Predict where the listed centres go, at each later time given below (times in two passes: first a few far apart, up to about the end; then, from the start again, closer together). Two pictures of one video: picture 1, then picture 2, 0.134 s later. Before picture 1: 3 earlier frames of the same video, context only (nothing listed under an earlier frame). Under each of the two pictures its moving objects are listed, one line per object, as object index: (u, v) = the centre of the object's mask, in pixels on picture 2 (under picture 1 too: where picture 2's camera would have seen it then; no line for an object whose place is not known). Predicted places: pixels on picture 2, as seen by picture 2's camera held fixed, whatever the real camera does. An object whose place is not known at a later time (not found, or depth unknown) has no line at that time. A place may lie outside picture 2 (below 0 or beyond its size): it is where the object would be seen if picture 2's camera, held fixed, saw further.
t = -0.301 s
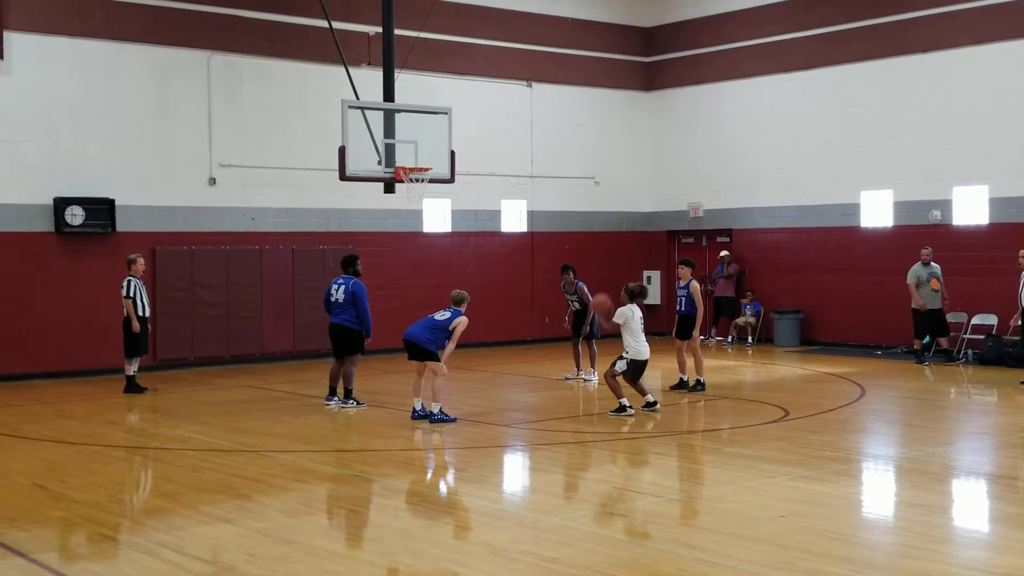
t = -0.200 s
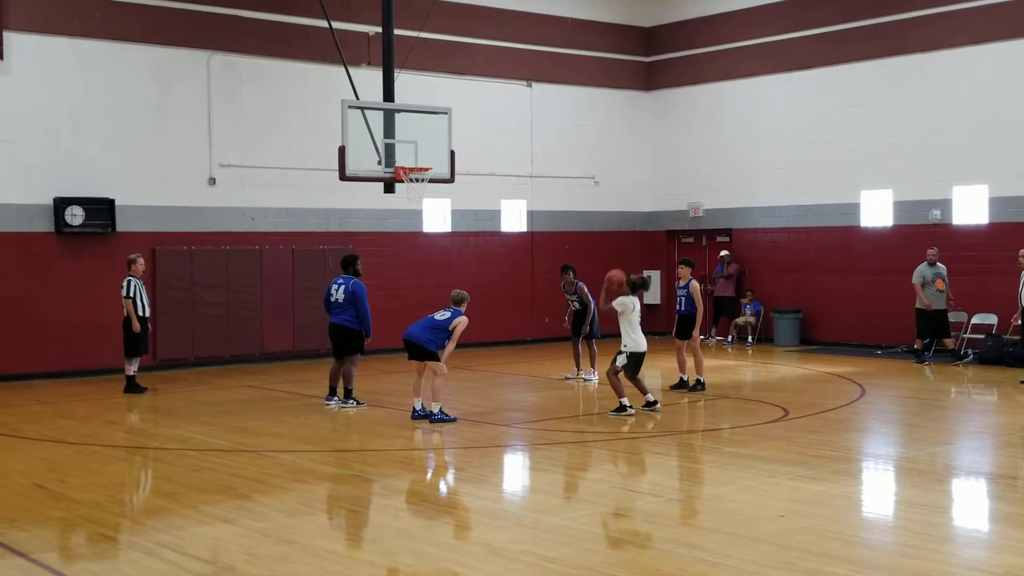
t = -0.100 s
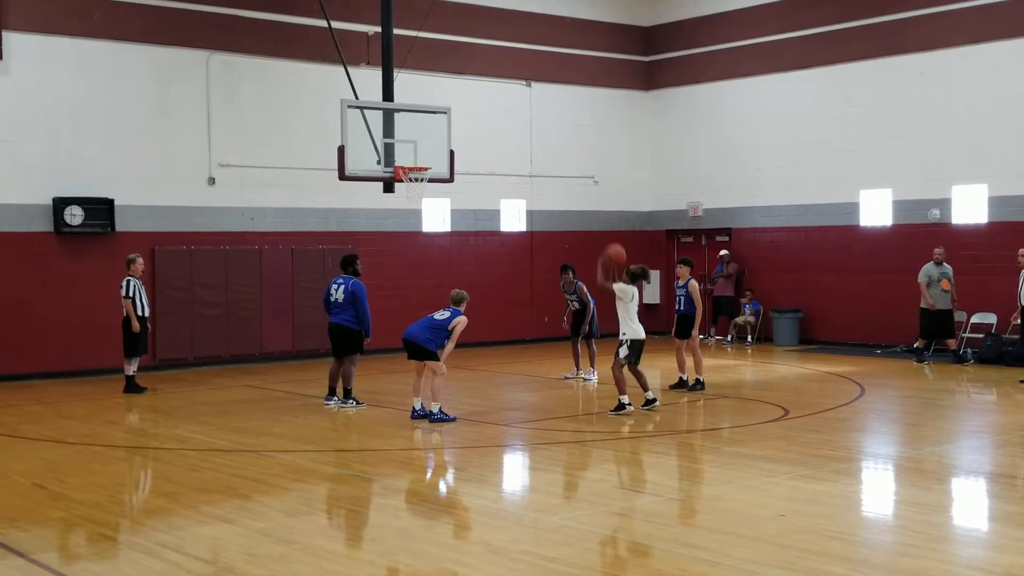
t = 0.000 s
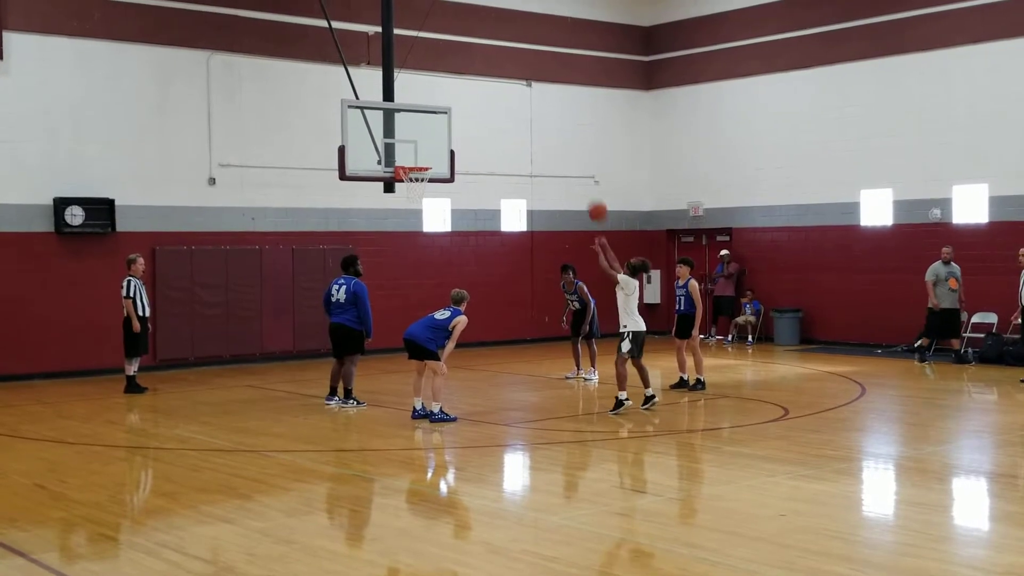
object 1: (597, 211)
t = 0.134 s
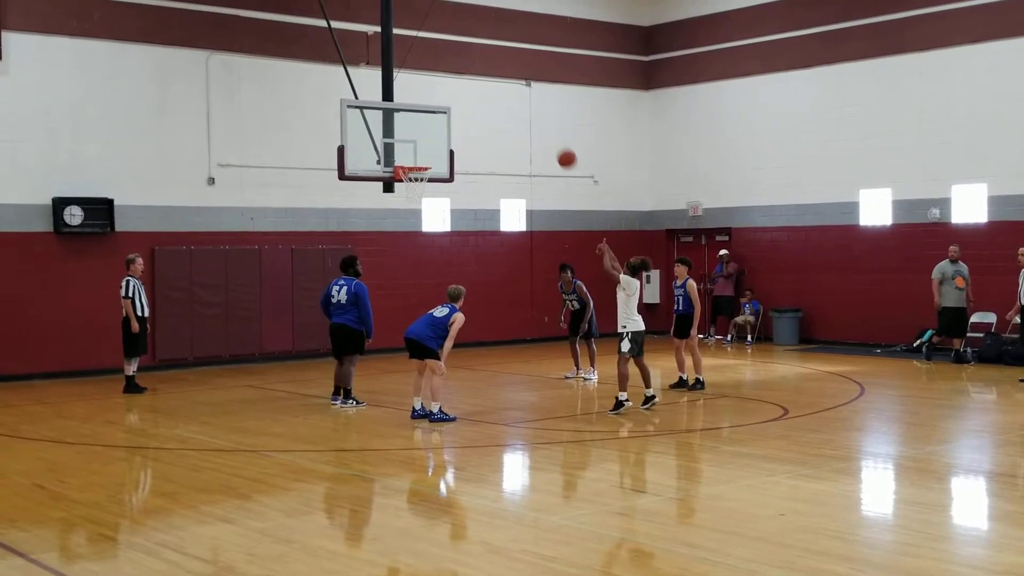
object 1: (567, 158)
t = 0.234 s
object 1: (545, 130)
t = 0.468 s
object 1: (498, 97)
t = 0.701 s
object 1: (457, 107)
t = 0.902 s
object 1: (425, 145)
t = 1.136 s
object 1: (413, 206)
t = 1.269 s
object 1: (418, 248)
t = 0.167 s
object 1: (559, 148)
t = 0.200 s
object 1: (552, 138)
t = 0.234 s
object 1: (545, 130)
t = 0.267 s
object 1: (538, 123)
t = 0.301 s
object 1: (531, 116)
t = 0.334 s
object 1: (524, 111)
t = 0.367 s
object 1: (517, 106)
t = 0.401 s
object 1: (511, 102)
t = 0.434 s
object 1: (504, 99)
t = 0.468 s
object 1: (498, 97)
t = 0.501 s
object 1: (492, 97)
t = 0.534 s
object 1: (486, 96)
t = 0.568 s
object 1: (480, 97)
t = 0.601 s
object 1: (474, 98)
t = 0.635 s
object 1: (469, 101)
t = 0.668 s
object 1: (463, 103)
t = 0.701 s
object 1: (457, 107)
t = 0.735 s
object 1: (452, 112)
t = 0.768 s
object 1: (447, 117)
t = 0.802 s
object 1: (441, 123)
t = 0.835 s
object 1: (435, 130)
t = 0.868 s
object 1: (430, 136)
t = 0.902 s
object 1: (425, 145)
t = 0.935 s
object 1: (420, 154)
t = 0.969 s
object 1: (415, 161)
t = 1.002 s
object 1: (414, 173)
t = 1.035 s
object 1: (412, 181)
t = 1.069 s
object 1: (412, 191)
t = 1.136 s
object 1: (413, 206)
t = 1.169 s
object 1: (414, 215)
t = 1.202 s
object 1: (415, 226)
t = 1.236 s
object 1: (417, 237)
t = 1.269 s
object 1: (418, 248)
